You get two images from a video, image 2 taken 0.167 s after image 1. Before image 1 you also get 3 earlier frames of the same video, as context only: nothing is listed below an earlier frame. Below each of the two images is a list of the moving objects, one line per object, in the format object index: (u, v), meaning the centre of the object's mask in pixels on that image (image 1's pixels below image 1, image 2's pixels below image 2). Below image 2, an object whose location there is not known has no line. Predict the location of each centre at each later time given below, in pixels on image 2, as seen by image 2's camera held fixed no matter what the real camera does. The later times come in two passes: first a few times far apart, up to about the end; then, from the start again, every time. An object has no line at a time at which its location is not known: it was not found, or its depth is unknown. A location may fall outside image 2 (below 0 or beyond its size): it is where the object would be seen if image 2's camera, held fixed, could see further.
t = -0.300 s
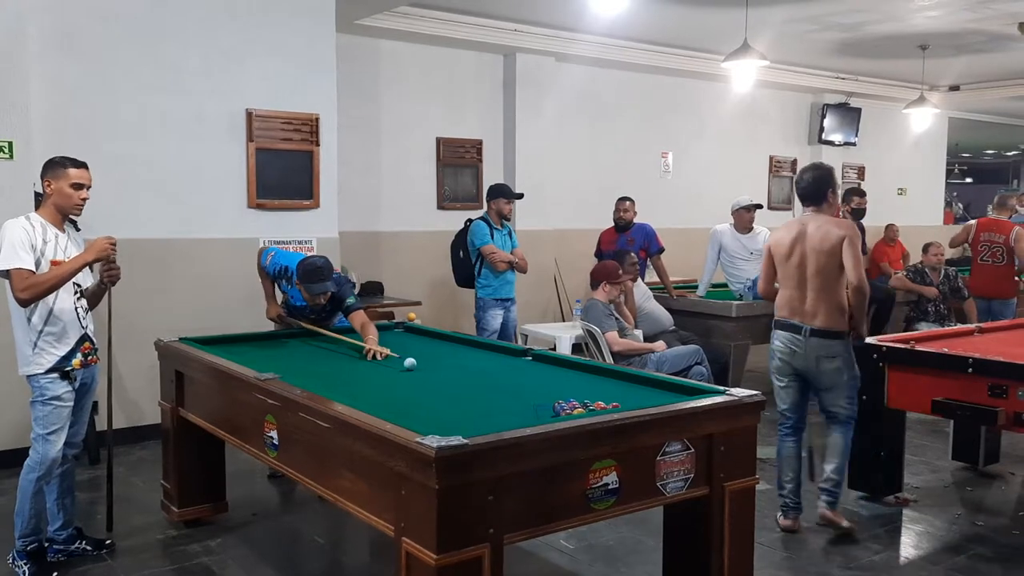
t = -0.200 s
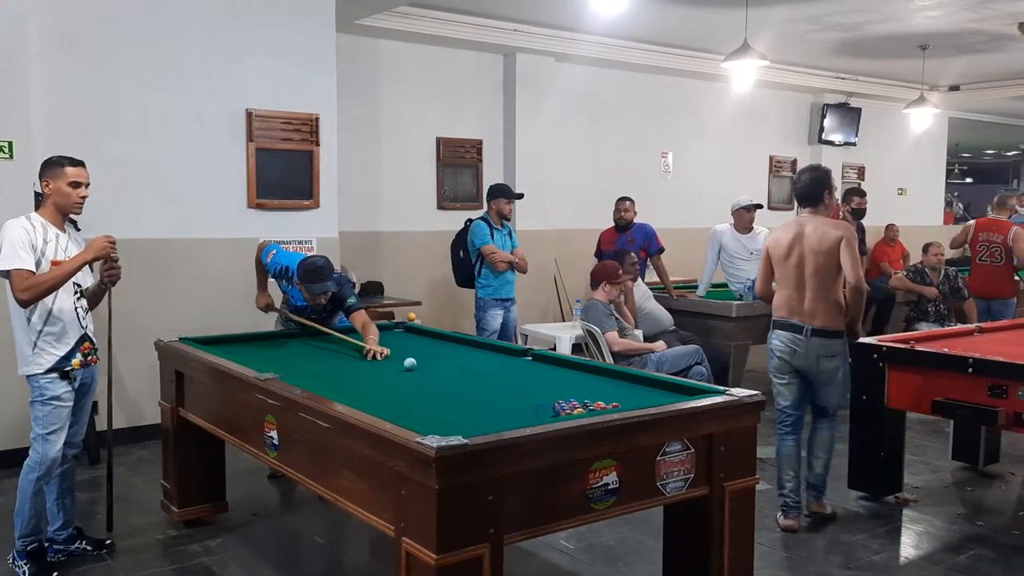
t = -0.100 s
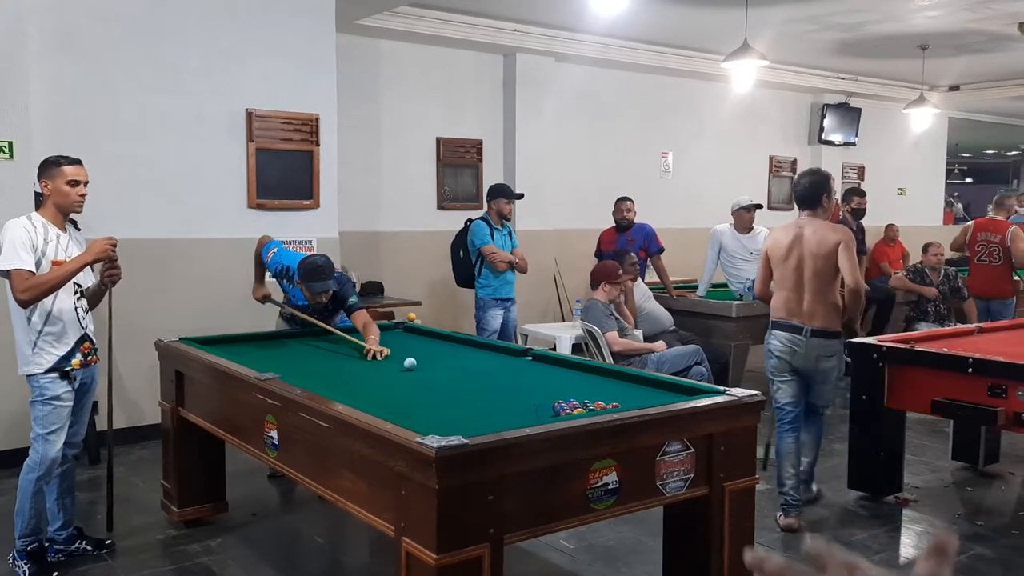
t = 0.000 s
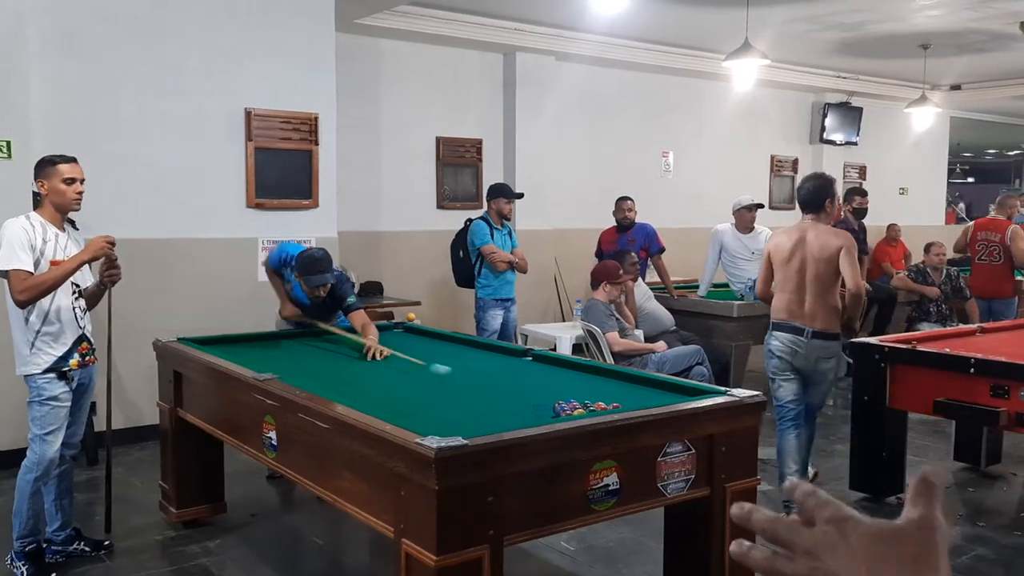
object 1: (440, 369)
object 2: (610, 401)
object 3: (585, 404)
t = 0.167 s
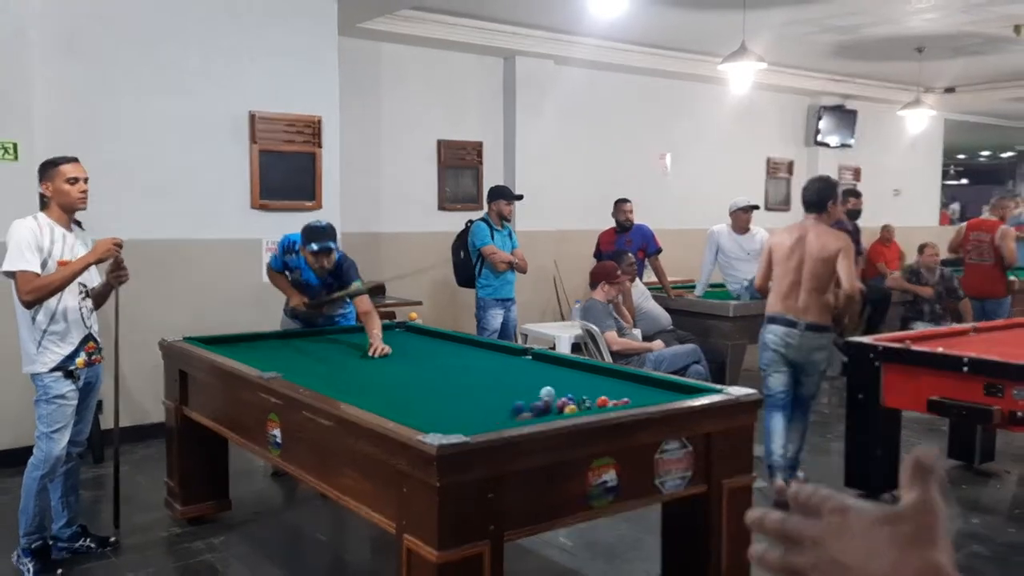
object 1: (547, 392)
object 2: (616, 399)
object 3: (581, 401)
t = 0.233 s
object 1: (544, 396)
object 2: (623, 399)
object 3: (582, 398)
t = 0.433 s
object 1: (547, 390)
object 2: (653, 395)
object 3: (582, 397)
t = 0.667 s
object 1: (563, 391)
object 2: (682, 389)
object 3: (579, 388)
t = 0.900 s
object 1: (569, 394)
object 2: (648, 384)
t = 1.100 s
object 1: (576, 393)
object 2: (626, 380)
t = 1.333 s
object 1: (582, 393)
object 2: (612, 377)
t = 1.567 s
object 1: (586, 393)
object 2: (600, 375)
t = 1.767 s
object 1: (589, 393)
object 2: (591, 373)
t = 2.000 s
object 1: (590, 393)
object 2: (581, 371)
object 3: (530, 365)
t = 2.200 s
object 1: (591, 392)
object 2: (575, 370)
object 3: (519, 363)
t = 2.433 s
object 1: (590, 392)
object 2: (567, 369)
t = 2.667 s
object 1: (590, 392)
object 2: (561, 368)
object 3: (496, 357)
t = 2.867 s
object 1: (590, 392)
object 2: (556, 367)
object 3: (488, 356)
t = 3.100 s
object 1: (590, 393)
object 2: (552, 367)
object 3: (480, 354)
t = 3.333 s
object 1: (590, 393)
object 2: (549, 366)
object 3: (472, 352)
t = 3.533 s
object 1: (590, 393)
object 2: (546, 365)
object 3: (466, 351)
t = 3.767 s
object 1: (590, 393)
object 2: (544, 365)
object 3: (460, 349)
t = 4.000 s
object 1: (590, 393)
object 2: (544, 365)
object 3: (455, 348)
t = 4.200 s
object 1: (590, 393)
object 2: (544, 365)
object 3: (452, 347)
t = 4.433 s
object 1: (590, 392)
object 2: (544, 365)
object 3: (448, 346)
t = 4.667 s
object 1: (590, 393)
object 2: (544, 365)
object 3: (446, 346)
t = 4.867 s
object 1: (590, 393)
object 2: (544, 365)
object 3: (445, 345)
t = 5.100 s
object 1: (590, 392)
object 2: (544, 365)
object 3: (444, 345)
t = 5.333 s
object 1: (590, 392)
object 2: (544, 365)
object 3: (443, 344)
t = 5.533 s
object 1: (590, 392)
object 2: (544, 365)
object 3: (443, 344)
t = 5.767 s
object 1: (590, 392)
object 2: (544, 365)
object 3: (443, 344)
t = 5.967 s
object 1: (590, 392)
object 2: (544, 365)
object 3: (443, 344)
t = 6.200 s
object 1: (590, 392)
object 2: (544, 365)
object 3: (443, 344)
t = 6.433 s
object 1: (590, 392)
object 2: (544, 365)
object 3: (443, 344)
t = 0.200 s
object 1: (546, 393)
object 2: (617, 400)
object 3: (582, 400)
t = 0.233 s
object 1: (544, 396)
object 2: (623, 399)
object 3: (582, 398)
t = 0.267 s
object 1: (543, 394)
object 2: (629, 399)
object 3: (585, 399)
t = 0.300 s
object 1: (542, 391)
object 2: (634, 398)
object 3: (585, 398)
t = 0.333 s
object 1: (543, 390)
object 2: (640, 397)
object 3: (584, 397)
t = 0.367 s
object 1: (546, 391)
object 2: (644, 396)
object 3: (583, 396)
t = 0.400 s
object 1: (546, 392)
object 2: (649, 395)
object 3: (582, 397)
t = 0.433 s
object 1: (547, 390)
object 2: (653, 395)
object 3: (582, 397)
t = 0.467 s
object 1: (549, 391)
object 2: (657, 394)
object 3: (581, 396)
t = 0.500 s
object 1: (552, 391)
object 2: (662, 393)
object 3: (580, 396)
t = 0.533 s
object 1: (554, 393)
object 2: (665, 392)
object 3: (579, 395)
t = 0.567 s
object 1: (557, 391)
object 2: (670, 391)
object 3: (579, 392)
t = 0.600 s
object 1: (560, 391)
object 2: (674, 390)
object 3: (580, 389)
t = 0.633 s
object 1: (562, 391)
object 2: (678, 389)
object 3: (580, 387)
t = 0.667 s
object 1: (563, 391)
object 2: (682, 389)
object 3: (579, 388)
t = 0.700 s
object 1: (564, 392)
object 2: (678, 388)
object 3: (579, 388)
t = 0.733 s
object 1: (564, 393)
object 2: (671, 388)
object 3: (579, 387)
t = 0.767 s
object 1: (565, 393)
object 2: (666, 387)
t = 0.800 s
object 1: (566, 393)
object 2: (661, 386)
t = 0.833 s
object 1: (567, 393)
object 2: (657, 385)
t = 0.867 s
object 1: (568, 393)
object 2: (653, 385)
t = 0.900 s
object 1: (569, 394)
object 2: (648, 384)
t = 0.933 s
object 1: (570, 394)
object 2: (644, 384)
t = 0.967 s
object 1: (571, 394)
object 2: (641, 383)
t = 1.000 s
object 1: (572, 394)
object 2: (637, 383)
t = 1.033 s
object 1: (574, 394)
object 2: (633, 381)
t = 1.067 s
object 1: (575, 393)
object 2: (629, 380)
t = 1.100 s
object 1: (576, 393)
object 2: (626, 380)
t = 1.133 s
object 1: (577, 393)
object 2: (623, 379)
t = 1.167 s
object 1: (578, 393)
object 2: (621, 378)
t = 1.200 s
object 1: (578, 393)
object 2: (619, 378)
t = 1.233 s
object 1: (579, 393)
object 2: (617, 378)
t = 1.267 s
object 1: (580, 393)
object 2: (616, 377)
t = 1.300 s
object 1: (581, 393)
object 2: (614, 377)
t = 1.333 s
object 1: (582, 393)
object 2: (612, 377)
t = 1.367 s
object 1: (583, 393)
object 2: (610, 377)
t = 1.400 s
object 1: (583, 393)
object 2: (609, 376)
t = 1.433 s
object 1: (584, 393)
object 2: (607, 376)
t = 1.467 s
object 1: (584, 393)
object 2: (605, 376)
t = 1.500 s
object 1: (585, 393)
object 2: (603, 375)
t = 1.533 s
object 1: (586, 393)
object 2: (601, 375)
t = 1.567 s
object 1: (586, 393)
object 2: (600, 375)
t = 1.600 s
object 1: (587, 393)
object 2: (599, 374)
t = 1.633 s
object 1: (587, 393)
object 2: (597, 374)
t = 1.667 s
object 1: (588, 393)
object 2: (595, 374)
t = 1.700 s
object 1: (588, 393)
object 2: (594, 373)
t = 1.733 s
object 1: (588, 393)
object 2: (592, 373)
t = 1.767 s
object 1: (589, 393)
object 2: (591, 373)
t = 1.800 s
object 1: (589, 393)
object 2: (589, 373)
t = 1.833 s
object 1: (589, 393)
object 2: (588, 373)
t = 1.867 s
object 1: (590, 393)
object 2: (586, 372)
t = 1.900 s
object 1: (590, 393)
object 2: (585, 372)
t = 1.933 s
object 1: (590, 393)
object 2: (584, 372)
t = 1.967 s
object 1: (590, 392)
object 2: (583, 372)
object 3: (532, 366)
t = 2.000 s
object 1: (590, 393)
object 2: (581, 371)
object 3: (530, 365)
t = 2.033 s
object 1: (590, 393)
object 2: (580, 371)
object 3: (528, 364)
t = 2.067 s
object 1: (590, 393)
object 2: (579, 371)
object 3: (526, 364)
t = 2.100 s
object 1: (591, 393)
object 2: (578, 371)
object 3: (524, 364)
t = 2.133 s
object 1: (591, 393)
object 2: (576, 370)
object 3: (522, 363)
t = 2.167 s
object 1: (591, 392)
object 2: (575, 370)
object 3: (520, 363)
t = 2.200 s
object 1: (591, 392)
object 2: (575, 370)
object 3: (519, 363)
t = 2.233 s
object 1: (590, 392)
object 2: (573, 370)
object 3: (517, 362)
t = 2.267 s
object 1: (590, 393)
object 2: (572, 370)
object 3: (515, 362)
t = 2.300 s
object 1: (590, 392)
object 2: (571, 370)
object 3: (514, 362)
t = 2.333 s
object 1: (590, 392)
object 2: (570, 370)
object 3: (512, 361)
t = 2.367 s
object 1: (590, 392)
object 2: (569, 369)
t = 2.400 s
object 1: (590, 392)
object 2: (568, 369)
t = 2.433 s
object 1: (590, 392)
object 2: (567, 369)
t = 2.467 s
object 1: (590, 392)
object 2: (566, 369)
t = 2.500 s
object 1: (590, 392)
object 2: (565, 369)
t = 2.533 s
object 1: (590, 392)
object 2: (564, 369)
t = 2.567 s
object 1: (590, 393)
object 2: (563, 368)
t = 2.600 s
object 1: (590, 393)
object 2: (563, 368)
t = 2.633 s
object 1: (590, 392)
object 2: (562, 368)
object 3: (498, 358)
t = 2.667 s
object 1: (590, 392)
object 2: (561, 368)
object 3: (496, 357)
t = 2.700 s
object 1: (590, 392)
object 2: (560, 368)
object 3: (495, 357)
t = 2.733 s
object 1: (590, 392)
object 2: (559, 368)
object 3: (494, 357)
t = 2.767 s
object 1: (590, 392)
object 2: (559, 368)
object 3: (493, 357)
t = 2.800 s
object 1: (590, 392)
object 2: (558, 367)
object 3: (491, 356)
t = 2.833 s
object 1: (590, 392)
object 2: (557, 367)
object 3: (490, 356)
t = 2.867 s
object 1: (590, 392)
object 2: (556, 367)
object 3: (488, 356)
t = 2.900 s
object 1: (590, 392)
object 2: (555, 367)
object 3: (487, 356)
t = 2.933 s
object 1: (590, 392)
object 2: (555, 367)
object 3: (486, 355)
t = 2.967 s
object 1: (590, 392)
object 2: (554, 367)
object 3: (484, 355)
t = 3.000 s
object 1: (590, 393)
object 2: (553, 367)
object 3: (483, 355)
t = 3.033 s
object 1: (590, 392)
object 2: (553, 367)
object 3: (482, 354)
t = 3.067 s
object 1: (590, 393)
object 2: (552, 367)
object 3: (481, 354)
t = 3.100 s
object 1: (590, 393)
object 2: (552, 367)
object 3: (480, 354)
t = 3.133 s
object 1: (590, 393)
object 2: (551, 366)
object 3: (479, 354)
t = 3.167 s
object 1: (590, 393)
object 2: (551, 366)
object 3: (477, 354)
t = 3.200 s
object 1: (590, 393)
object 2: (550, 366)
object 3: (476, 353)
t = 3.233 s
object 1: (590, 393)
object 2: (550, 366)
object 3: (475, 353)
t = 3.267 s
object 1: (590, 393)
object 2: (549, 366)
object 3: (474, 352)
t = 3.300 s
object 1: (590, 393)
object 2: (549, 366)
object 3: (473, 352)
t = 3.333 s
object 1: (590, 393)
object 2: (549, 366)
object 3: (472, 352)
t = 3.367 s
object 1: (590, 393)
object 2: (548, 366)
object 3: (471, 352)
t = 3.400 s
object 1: (590, 393)
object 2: (548, 366)
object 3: (470, 352)
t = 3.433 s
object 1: (590, 393)
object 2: (547, 366)
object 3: (469, 352)
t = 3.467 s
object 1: (590, 393)
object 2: (547, 366)
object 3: (468, 351)
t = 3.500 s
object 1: (590, 393)
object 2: (547, 365)
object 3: (467, 351)
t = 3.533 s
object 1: (590, 393)
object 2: (546, 365)
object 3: (466, 351)
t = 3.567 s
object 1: (590, 393)
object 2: (546, 365)
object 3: (465, 350)
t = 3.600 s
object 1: (590, 393)
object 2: (546, 365)
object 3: (464, 350)
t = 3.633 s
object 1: (590, 393)
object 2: (545, 365)
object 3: (464, 350)
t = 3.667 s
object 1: (590, 393)
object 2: (545, 365)
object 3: (463, 350)
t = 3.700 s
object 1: (590, 393)
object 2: (545, 365)
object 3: (462, 350)
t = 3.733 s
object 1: (590, 393)
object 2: (545, 365)
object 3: (461, 349)
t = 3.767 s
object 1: (590, 393)
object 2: (544, 365)
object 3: (460, 349)
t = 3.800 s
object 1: (590, 393)
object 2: (544, 365)
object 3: (459, 349)
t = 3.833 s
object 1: (590, 393)
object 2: (544, 365)
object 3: (459, 349)
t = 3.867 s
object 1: (590, 393)
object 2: (544, 365)
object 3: (458, 349)
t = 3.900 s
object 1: (590, 393)
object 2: (544, 365)
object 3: (457, 348)
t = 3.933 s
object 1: (590, 393)
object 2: (544, 365)
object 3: (457, 348)
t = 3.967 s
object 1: (590, 393)
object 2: (544, 365)
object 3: (456, 348)
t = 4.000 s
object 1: (590, 393)
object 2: (544, 365)
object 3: (455, 348)
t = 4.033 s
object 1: (590, 392)
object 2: (544, 365)
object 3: (455, 348)
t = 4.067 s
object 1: (590, 393)
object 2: (544, 365)
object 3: (454, 348)
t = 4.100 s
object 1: (590, 393)
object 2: (544, 365)
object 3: (454, 348)
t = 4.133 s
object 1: (590, 393)
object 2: (544, 365)
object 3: (453, 348)
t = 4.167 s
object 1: (590, 393)
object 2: (544, 365)
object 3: (452, 347)
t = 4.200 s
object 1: (590, 393)
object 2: (544, 365)
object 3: (452, 347)
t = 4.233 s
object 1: (590, 393)
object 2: (544, 365)
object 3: (451, 347)
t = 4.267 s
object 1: (590, 393)
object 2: (544, 365)
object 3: (451, 347)
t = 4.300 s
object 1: (590, 393)
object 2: (544, 365)
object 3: (450, 347)
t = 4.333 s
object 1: (590, 393)
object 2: (544, 365)
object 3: (450, 347)
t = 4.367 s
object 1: (590, 393)
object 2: (544, 365)
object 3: (450, 347)
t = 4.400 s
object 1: (590, 393)
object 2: (544, 365)
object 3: (449, 347)
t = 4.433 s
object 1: (590, 392)
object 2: (544, 365)
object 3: (448, 346)
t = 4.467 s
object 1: (590, 393)
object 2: (544, 365)
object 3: (448, 346)
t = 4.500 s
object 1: (590, 393)
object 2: (544, 365)
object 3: (448, 346)
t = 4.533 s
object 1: (590, 393)
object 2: (544, 365)
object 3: (448, 346)
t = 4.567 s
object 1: (590, 393)
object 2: (544, 365)
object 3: (447, 346)
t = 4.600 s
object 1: (590, 393)
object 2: (544, 365)
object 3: (447, 346)
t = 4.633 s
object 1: (590, 393)
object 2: (544, 365)
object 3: (447, 346)
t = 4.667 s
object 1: (590, 393)
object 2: (544, 365)
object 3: (446, 346)
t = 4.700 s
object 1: (590, 393)
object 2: (544, 365)
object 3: (446, 346)
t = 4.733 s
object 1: (590, 393)
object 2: (544, 365)
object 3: (446, 346)
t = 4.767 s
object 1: (590, 393)
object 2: (544, 365)
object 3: (445, 345)
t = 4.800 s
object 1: (590, 393)
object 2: (544, 365)
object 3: (445, 345)
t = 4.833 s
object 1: (590, 392)
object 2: (544, 365)
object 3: (445, 345)
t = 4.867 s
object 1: (590, 393)
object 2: (544, 365)
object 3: (445, 345)
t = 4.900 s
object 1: (590, 392)
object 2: (544, 365)
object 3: (445, 345)
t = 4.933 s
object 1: (590, 393)
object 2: (544, 365)
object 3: (445, 345)
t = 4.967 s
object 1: (590, 392)
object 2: (544, 365)
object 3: (444, 345)
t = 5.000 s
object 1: (590, 393)
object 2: (544, 365)
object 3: (444, 345)
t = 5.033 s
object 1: (590, 392)
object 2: (544, 365)
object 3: (444, 345)
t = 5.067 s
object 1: (590, 392)
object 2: (544, 365)
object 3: (444, 345)
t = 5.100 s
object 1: (590, 392)
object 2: (544, 365)
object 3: (444, 345)
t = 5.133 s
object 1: (590, 393)
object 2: (544, 365)
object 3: (444, 345)
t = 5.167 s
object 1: (590, 392)
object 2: (544, 365)
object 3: (444, 344)
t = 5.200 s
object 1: (590, 392)
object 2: (544, 365)
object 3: (444, 344)
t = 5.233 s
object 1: (590, 392)
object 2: (544, 365)
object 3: (443, 344)
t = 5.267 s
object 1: (590, 392)
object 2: (544, 365)
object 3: (443, 344)
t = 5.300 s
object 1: (590, 392)
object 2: (544, 365)
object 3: (443, 344)
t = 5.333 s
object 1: (590, 392)
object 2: (544, 365)
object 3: (443, 344)
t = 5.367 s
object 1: (590, 392)
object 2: (544, 365)
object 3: (443, 344)
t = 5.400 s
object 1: (590, 392)
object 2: (544, 364)
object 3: (443, 344)
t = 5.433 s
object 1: (590, 392)
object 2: (544, 365)
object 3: (443, 344)
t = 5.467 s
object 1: (590, 392)
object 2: (544, 365)
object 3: (443, 344)
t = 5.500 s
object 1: (590, 392)
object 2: (544, 364)
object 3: (443, 344)
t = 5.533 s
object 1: (590, 392)
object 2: (544, 365)
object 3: (443, 344)
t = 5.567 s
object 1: (590, 392)
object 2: (544, 365)
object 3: (443, 344)
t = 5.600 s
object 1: (590, 392)
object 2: (544, 365)
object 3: (443, 344)
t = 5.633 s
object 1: (590, 392)
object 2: (544, 365)
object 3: (443, 344)
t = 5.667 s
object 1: (590, 392)
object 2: (544, 365)
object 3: (443, 344)
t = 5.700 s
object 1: (590, 392)
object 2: (544, 365)
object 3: (443, 344)
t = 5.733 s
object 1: (590, 392)
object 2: (544, 365)
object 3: (443, 344)
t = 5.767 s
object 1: (590, 392)
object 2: (544, 365)
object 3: (443, 344)
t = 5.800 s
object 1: (590, 392)
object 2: (544, 365)
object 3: (443, 344)
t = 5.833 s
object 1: (590, 392)
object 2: (544, 365)
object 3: (443, 344)
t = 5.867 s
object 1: (590, 392)
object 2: (544, 365)
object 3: (443, 344)
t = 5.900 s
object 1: (590, 392)
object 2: (544, 365)
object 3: (443, 344)
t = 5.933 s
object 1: (590, 392)
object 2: (544, 365)
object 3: (443, 344)
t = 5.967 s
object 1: (590, 392)
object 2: (544, 365)
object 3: (443, 344)
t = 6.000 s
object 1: (590, 392)
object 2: (544, 365)
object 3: (443, 344)
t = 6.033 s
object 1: (590, 392)
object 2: (544, 365)
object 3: (443, 344)
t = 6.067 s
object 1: (590, 392)
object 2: (544, 365)
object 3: (443, 344)
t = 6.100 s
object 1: (590, 392)
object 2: (544, 365)
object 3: (443, 344)
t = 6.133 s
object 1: (590, 392)
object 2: (544, 365)
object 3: (443, 344)
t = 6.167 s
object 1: (590, 392)
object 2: (544, 365)
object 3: (443, 344)
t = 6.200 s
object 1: (590, 392)
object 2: (544, 365)
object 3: (443, 344)
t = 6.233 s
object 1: (590, 392)
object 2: (544, 365)
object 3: (443, 344)
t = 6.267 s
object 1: (590, 392)
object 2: (544, 365)
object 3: (443, 344)
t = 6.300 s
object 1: (590, 392)
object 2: (544, 365)
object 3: (443, 344)
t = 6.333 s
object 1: (590, 392)
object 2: (544, 365)
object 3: (443, 344)
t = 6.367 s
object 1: (590, 392)
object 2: (544, 365)
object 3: (443, 344)
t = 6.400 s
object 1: (590, 392)
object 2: (544, 365)
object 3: (443, 344)
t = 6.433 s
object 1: (590, 392)
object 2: (544, 365)
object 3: (443, 344)
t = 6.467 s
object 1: (590, 392)
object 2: (544, 365)
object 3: (443, 344)
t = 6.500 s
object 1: (590, 392)
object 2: (544, 365)
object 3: (443, 344)
